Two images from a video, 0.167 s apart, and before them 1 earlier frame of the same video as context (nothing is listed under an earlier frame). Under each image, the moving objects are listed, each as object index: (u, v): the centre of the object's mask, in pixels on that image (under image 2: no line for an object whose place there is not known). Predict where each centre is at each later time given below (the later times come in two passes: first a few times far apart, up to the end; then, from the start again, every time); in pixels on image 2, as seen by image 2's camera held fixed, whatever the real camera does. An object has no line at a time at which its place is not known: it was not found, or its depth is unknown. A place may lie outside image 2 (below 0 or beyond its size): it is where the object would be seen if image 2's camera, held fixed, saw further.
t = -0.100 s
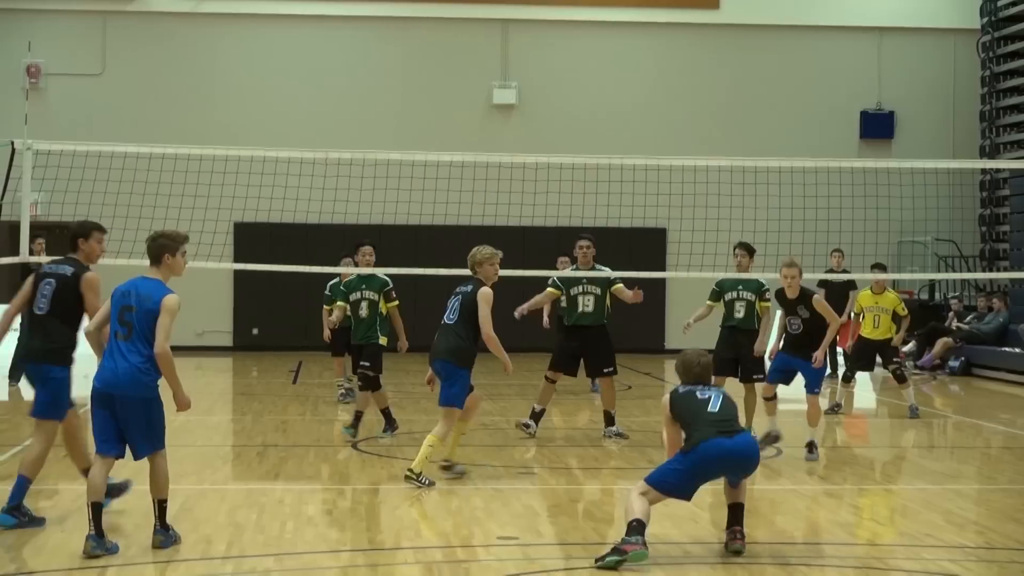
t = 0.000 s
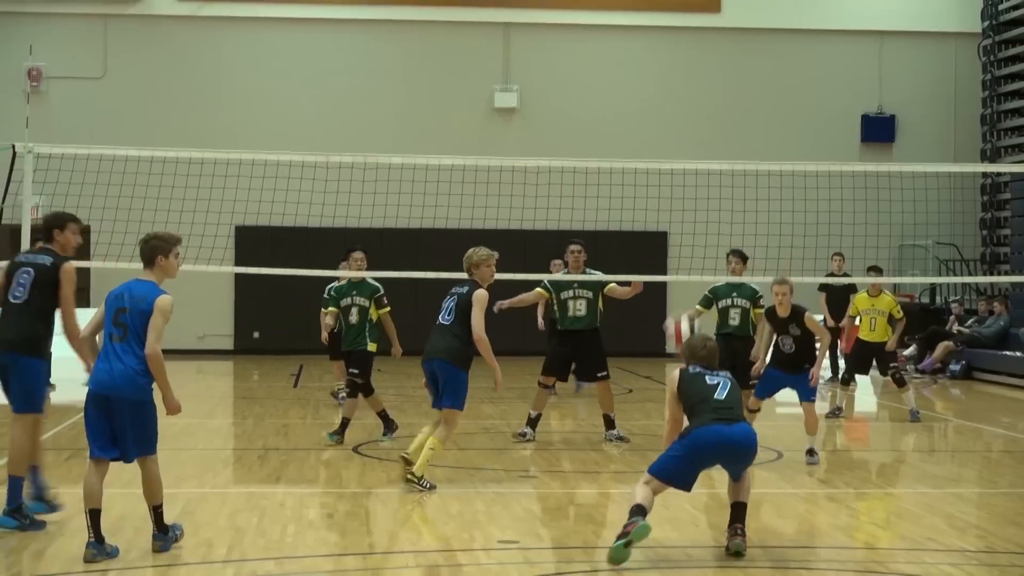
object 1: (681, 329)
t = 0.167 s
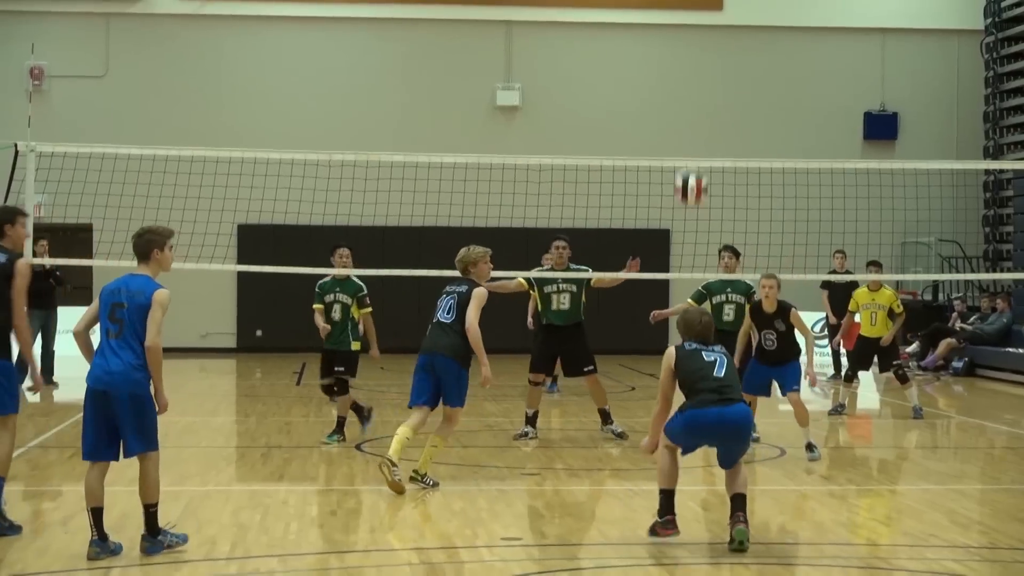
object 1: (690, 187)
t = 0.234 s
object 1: (692, 142)
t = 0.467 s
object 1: (699, 56)
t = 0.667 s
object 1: (700, 48)
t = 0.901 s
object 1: (701, 108)
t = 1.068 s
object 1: (701, 193)
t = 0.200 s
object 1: (691, 165)
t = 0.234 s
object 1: (692, 142)
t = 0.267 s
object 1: (693, 126)
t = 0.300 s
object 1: (695, 109)
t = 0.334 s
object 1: (696, 95)
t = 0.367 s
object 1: (697, 82)
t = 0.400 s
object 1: (698, 72)
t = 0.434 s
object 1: (699, 63)
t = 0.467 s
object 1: (699, 56)
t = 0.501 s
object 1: (699, 51)
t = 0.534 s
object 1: (699, 47)
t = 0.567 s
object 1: (699, 45)
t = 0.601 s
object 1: (700, 44)
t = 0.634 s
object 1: (700, 46)
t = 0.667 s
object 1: (700, 48)
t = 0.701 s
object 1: (700, 52)
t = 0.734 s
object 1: (700, 57)
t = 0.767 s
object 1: (701, 65)
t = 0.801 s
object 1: (701, 74)
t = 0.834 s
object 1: (701, 84)
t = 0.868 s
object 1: (701, 95)
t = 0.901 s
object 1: (701, 108)
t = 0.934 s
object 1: (701, 122)
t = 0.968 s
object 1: (701, 137)
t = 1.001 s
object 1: (701, 155)
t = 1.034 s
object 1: (701, 172)
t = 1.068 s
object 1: (701, 193)
